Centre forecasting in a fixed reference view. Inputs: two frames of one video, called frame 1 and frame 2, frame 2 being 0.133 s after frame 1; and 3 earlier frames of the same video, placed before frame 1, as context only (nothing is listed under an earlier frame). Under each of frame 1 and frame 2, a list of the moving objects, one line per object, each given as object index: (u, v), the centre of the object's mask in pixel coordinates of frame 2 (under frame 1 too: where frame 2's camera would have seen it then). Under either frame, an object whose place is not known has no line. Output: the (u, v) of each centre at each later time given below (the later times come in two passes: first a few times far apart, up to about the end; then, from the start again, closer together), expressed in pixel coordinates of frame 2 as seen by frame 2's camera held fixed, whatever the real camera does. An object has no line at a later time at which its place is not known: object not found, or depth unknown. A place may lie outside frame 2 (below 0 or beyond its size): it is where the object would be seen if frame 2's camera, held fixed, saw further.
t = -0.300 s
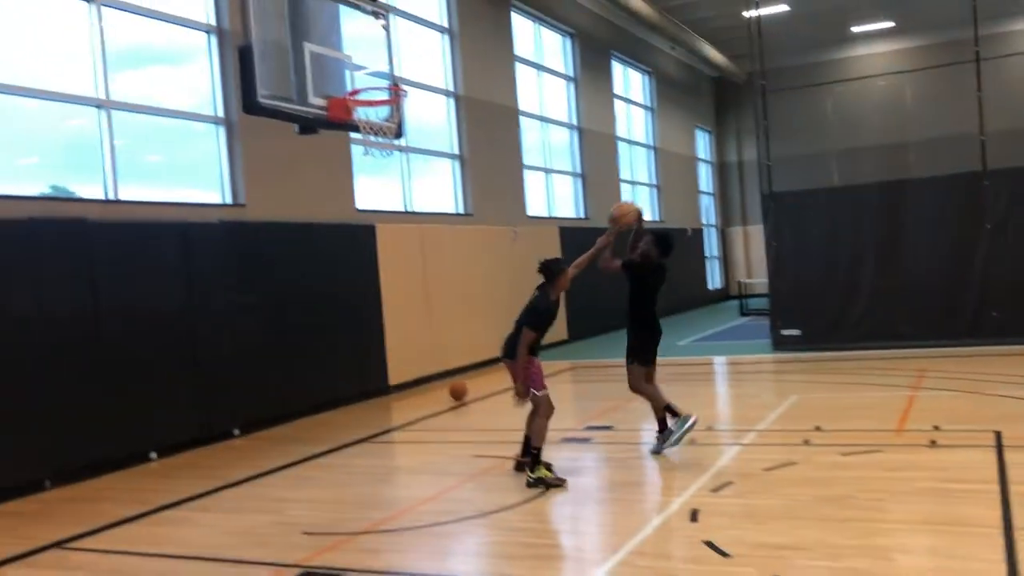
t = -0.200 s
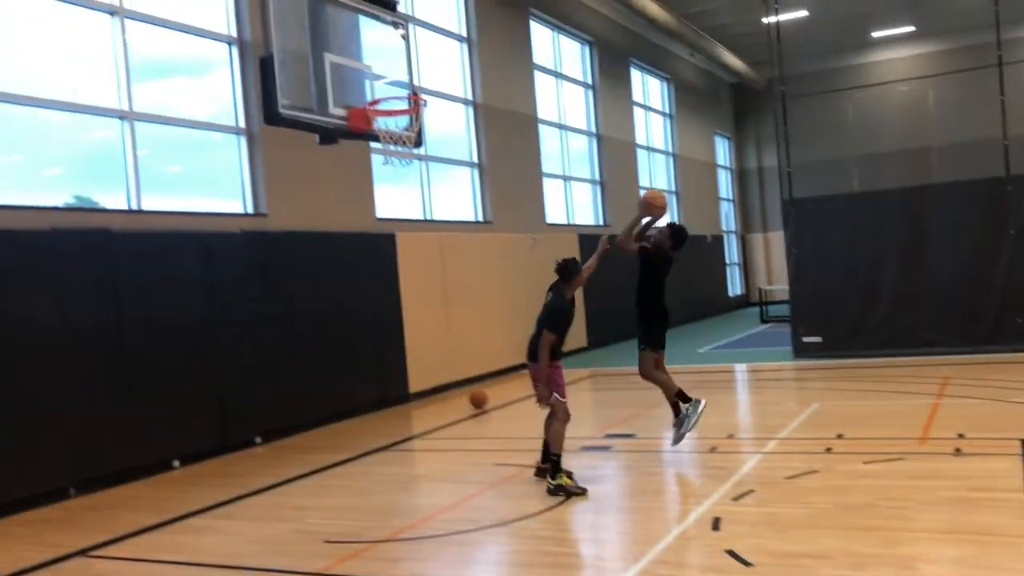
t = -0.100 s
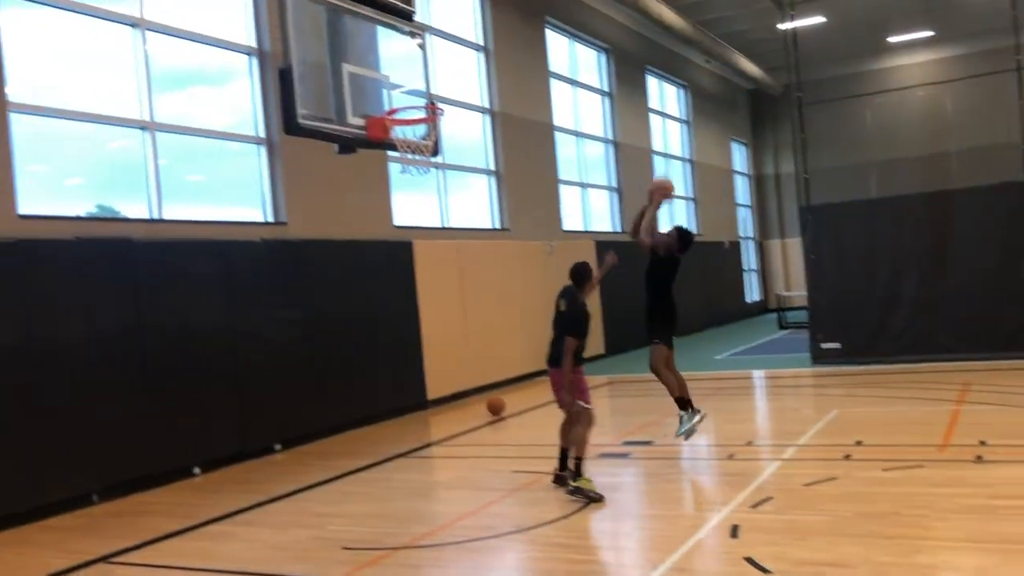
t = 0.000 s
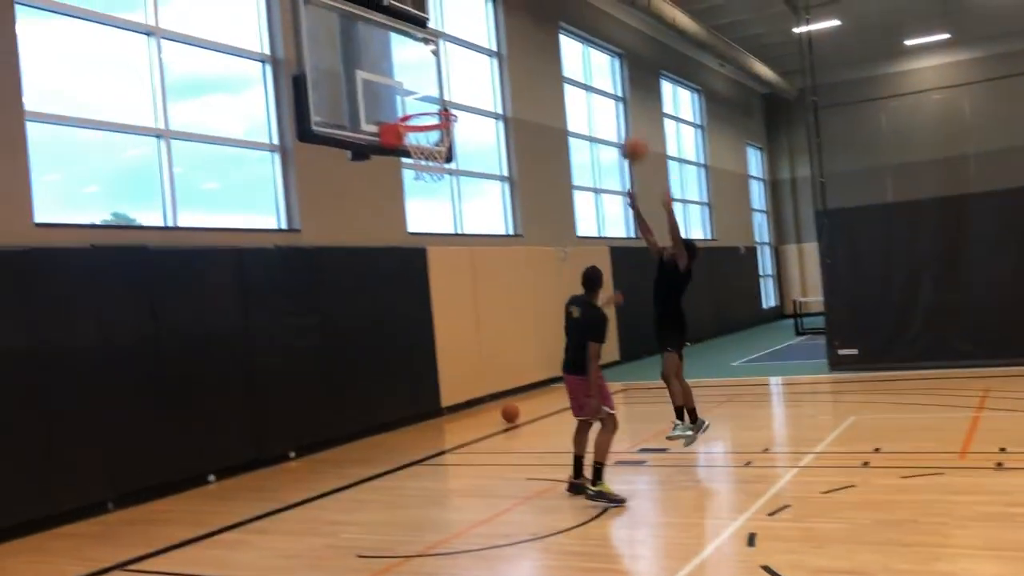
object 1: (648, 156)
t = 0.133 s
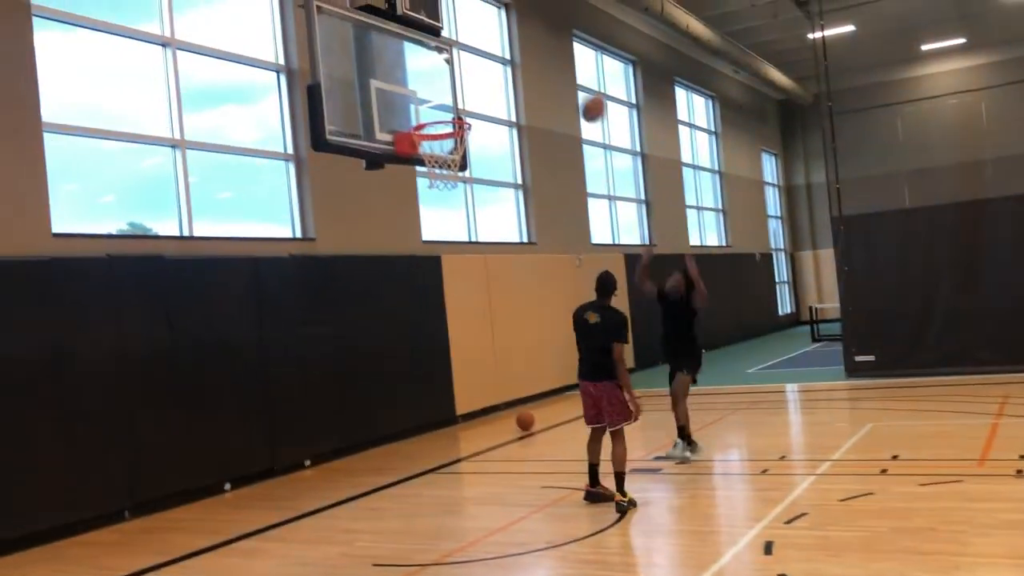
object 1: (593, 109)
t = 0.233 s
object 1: (553, 87)
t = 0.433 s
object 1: (475, 79)
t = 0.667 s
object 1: (457, 107)
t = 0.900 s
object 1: (518, 103)
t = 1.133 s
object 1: (586, 140)
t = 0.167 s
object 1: (578, 100)
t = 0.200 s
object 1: (565, 94)
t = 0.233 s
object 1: (553, 87)
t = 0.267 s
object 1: (539, 82)
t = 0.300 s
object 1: (526, 78)
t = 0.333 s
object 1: (514, 76)
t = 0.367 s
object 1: (501, 76)
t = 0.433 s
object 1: (475, 79)
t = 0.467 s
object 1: (462, 82)
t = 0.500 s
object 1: (449, 86)
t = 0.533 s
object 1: (437, 91)
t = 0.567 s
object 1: (438, 95)
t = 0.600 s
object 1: (444, 98)
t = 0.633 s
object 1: (450, 102)
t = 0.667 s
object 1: (457, 107)
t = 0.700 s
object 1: (463, 112)
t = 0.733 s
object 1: (471, 114)
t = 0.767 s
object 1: (479, 110)
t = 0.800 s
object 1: (489, 106)
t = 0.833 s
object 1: (498, 104)
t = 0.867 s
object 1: (507, 103)
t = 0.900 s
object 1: (518, 103)
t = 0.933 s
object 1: (527, 104)
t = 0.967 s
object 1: (537, 107)
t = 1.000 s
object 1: (545, 111)
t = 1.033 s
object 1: (556, 117)
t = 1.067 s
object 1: (566, 123)
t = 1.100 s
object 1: (575, 131)
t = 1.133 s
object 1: (586, 140)
